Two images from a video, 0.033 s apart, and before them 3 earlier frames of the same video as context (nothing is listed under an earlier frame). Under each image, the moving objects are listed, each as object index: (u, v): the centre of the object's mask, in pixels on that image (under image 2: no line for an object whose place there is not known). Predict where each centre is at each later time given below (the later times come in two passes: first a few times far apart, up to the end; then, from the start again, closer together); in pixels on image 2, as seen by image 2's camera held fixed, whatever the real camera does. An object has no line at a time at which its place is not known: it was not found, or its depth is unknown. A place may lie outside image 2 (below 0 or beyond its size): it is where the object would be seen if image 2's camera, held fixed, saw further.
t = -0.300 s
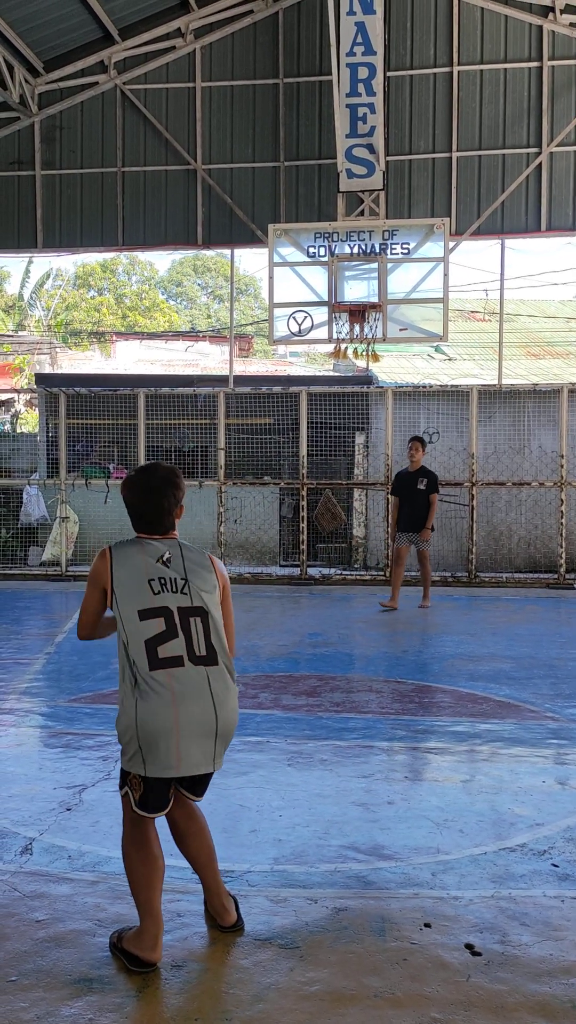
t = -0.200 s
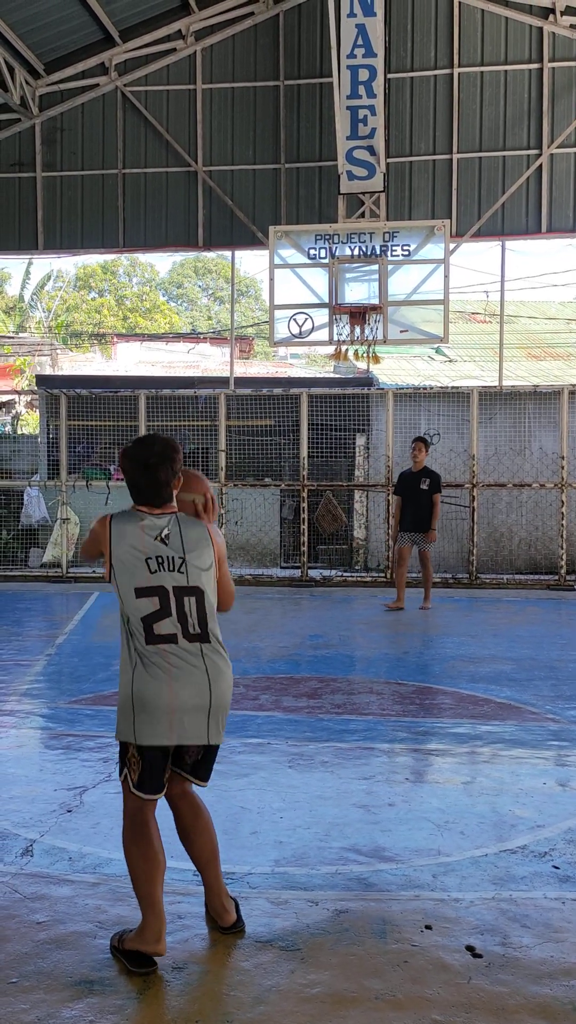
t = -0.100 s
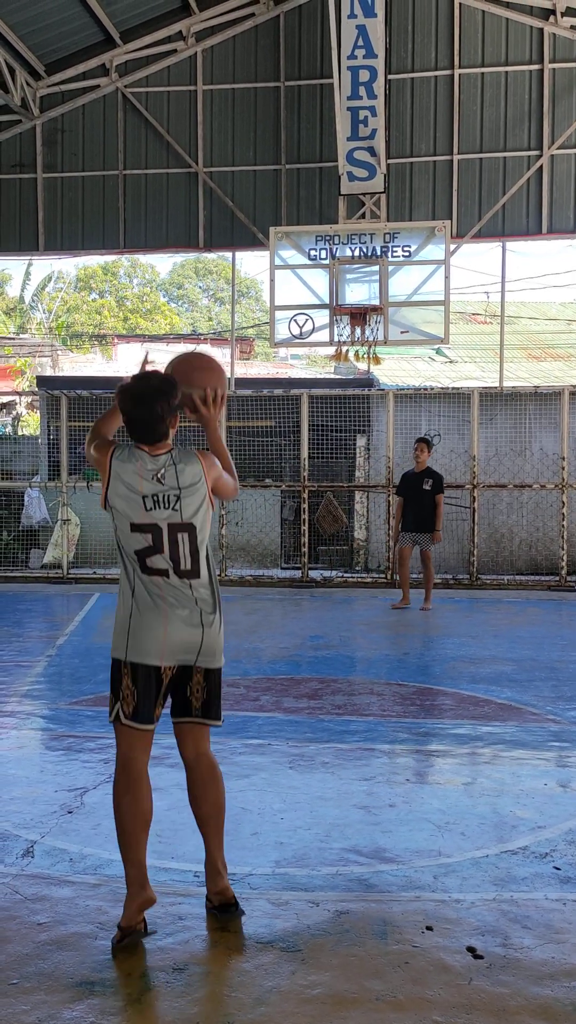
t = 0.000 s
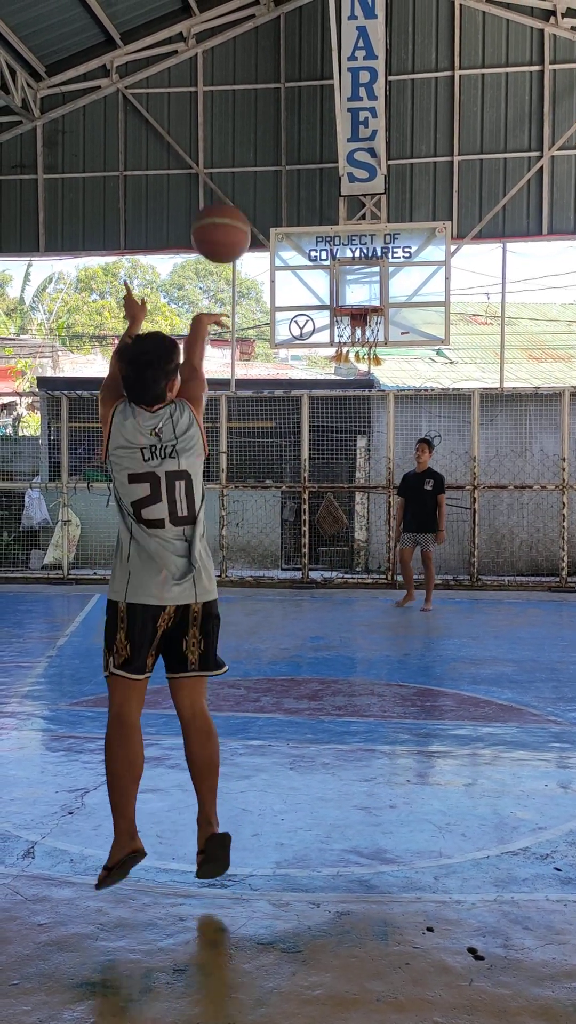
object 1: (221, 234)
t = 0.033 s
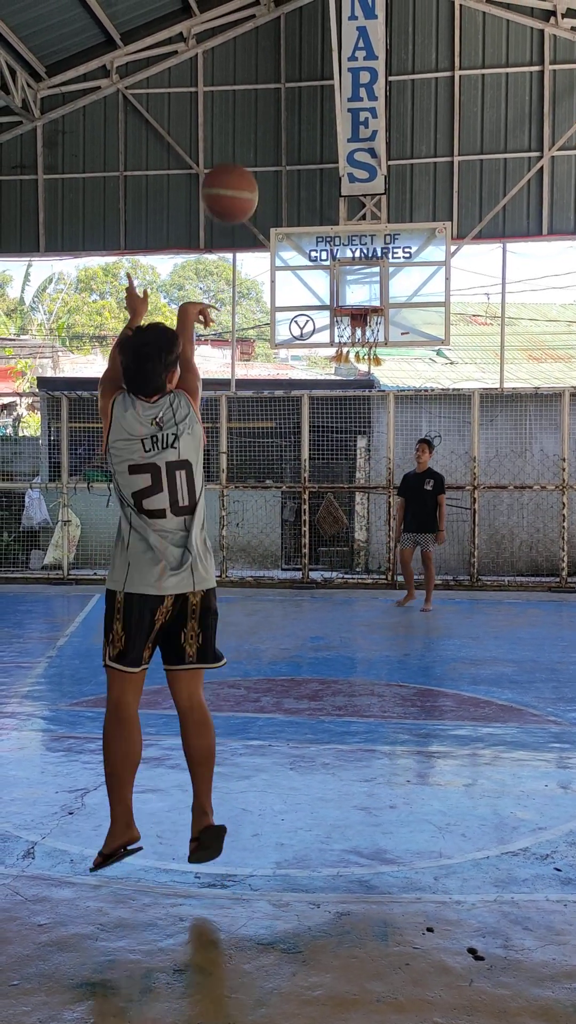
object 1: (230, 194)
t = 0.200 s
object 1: (265, 62)
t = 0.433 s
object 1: (297, 15)
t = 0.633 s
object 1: (317, 42)
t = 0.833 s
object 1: (333, 111)
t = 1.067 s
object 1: (346, 226)
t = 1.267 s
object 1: (367, 327)
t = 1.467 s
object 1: (389, 372)
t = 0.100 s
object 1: (245, 128)
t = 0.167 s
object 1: (258, 80)
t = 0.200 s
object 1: (265, 62)
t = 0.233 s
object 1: (270, 48)
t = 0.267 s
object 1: (275, 36)
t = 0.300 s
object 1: (280, 26)
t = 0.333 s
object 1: (285, 20)
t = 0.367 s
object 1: (289, 17)
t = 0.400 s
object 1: (293, 16)
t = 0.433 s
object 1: (297, 15)
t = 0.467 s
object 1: (301, 15)
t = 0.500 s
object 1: (304, 17)
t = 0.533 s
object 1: (308, 20)
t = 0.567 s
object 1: (311, 26)
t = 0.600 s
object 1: (314, 33)
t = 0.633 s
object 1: (317, 42)
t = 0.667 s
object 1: (320, 51)
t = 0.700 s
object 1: (323, 61)
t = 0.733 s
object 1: (326, 73)
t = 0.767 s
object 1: (328, 85)
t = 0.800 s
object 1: (330, 97)
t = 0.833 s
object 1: (333, 111)
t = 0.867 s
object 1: (334, 126)
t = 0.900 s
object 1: (336, 141)
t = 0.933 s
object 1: (338, 158)
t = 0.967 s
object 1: (340, 174)
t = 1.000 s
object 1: (342, 191)
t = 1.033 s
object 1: (345, 209)
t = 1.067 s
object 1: (346, 226)
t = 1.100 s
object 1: (347, 245)
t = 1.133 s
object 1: (349, 264)
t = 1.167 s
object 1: (351, 283)
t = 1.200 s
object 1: (352, 303)
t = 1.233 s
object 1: (359, 316)
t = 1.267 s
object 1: (367, 327)
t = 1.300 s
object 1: (374, 337)
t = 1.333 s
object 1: (377, 342)
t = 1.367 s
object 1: (380, 348)
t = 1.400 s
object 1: (383, 354)
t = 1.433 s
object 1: (386, 362)
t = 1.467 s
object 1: (389, 372)
